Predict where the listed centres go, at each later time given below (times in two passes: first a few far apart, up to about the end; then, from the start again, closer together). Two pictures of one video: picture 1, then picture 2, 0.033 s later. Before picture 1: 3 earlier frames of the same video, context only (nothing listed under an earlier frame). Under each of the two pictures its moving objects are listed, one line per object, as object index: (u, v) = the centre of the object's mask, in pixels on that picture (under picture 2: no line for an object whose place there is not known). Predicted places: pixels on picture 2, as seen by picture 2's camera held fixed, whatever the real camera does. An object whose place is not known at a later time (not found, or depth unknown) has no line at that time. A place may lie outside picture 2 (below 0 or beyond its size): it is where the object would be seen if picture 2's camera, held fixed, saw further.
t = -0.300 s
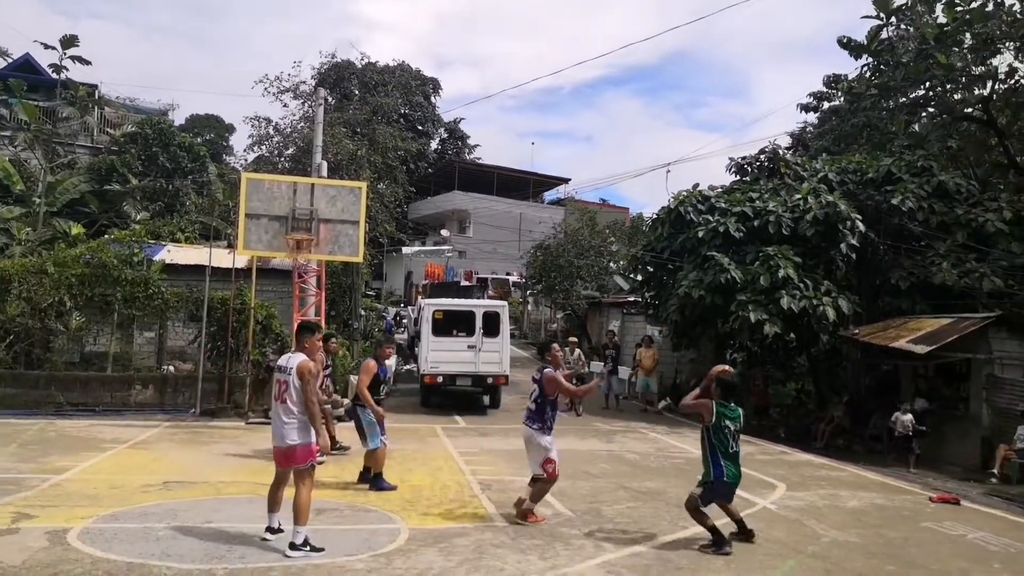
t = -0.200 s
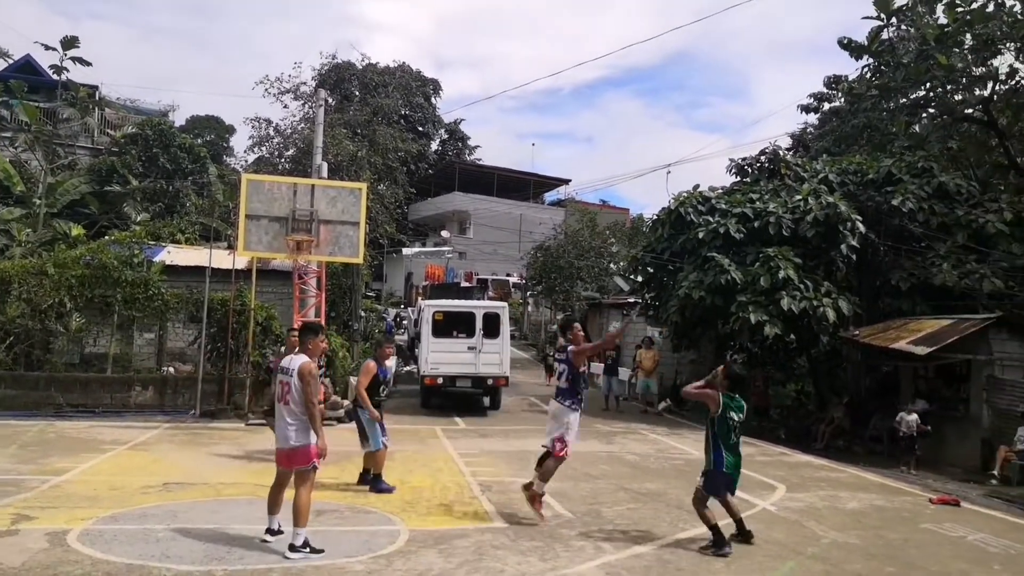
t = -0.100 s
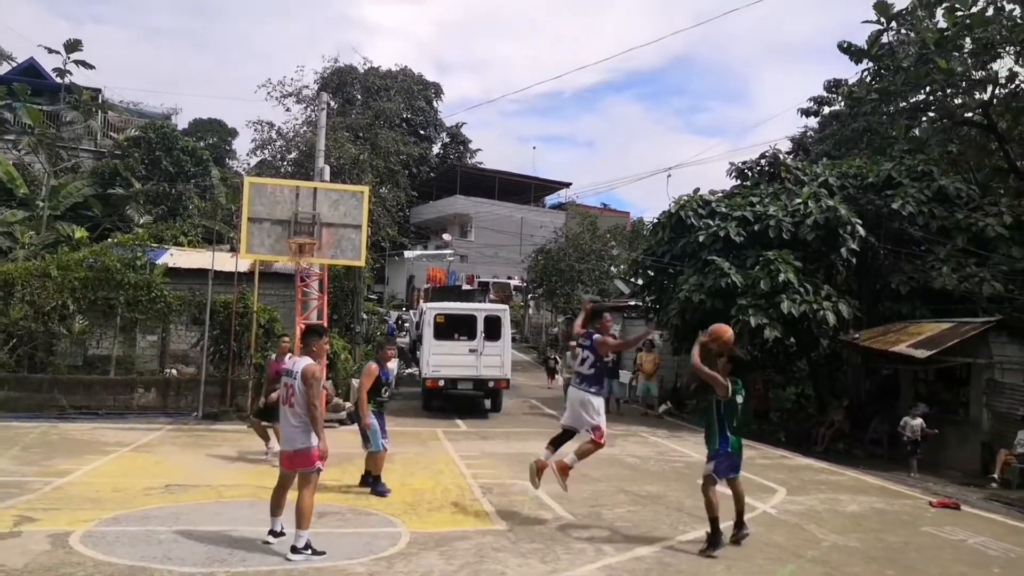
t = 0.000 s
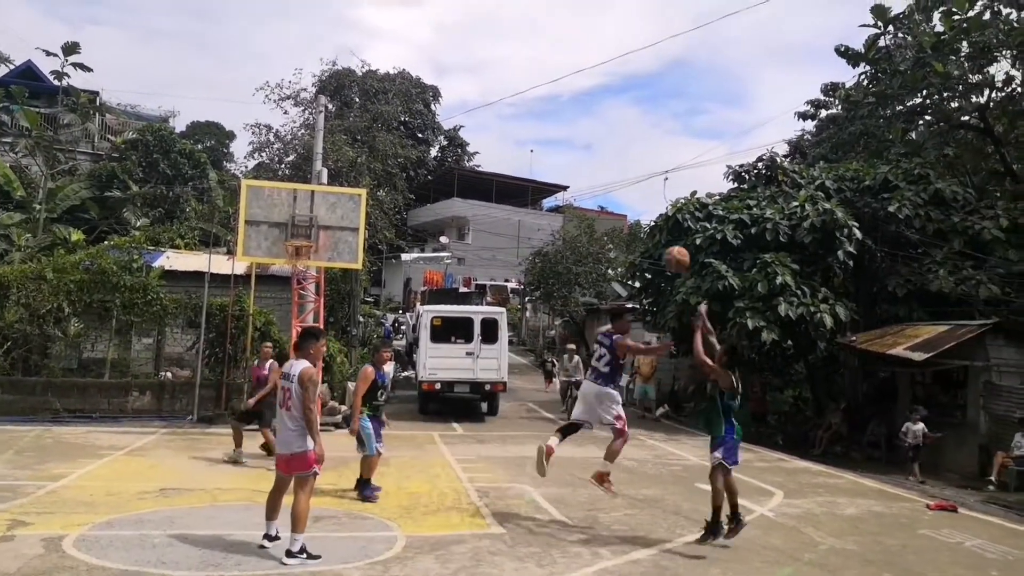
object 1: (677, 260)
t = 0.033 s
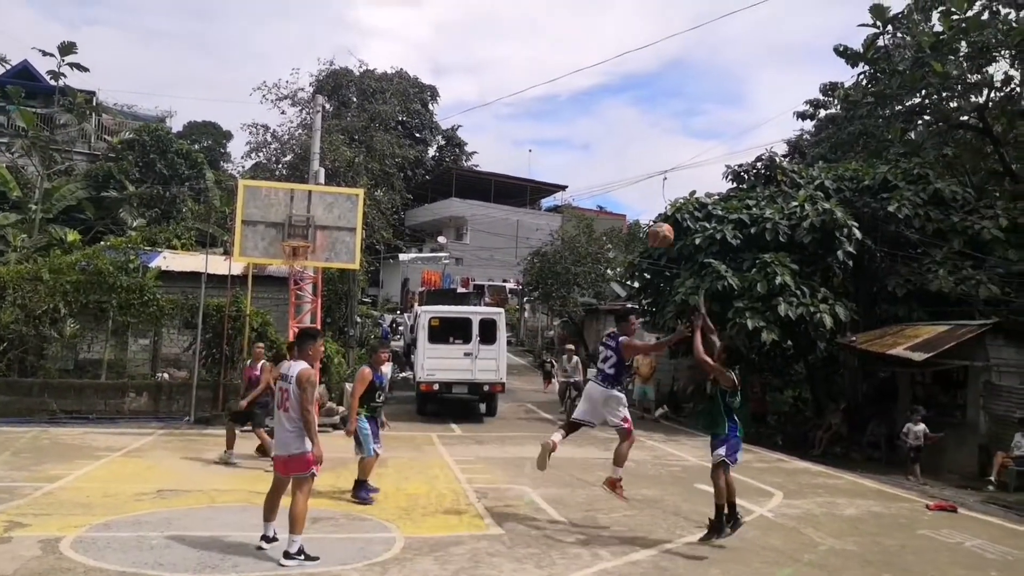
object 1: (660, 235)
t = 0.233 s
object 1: (583, 129)
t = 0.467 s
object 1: (504, 72)
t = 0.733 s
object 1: (436, 68)
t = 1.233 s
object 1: (327, 195)
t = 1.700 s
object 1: (281, 230)
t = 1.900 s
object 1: (271, 260)
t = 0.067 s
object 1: (646, 213)
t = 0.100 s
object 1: (633, 194)
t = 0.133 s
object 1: (620, 176)
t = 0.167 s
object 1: (607, 158)
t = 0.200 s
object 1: (595, 143)
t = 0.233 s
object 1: (583, 129)
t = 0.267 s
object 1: (571, 118)
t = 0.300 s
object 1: (560, 107)
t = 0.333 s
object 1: (549, 97)
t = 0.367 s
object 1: (537, 89)
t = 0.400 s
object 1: (526, 81)
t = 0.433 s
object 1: (515, 76)
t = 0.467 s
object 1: (504, 72)
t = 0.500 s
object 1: (495, 68)
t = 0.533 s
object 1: (486, 65)
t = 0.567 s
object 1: (477, 64)
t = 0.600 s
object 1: (469, 63)
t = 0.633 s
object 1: (461, 63)
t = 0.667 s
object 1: (452, 64)
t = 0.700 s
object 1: (444, 65)
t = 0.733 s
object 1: (436, 68)
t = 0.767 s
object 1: (428, 72)
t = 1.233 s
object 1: (327, 195)
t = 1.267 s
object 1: (320, 209)
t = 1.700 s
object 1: (281, 230)
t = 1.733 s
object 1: (280, 233)
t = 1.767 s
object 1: (278, 237)
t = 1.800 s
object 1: (276, 241)
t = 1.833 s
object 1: (275, 247)
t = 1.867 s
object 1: (274, 253)
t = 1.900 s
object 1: (271, 260)
